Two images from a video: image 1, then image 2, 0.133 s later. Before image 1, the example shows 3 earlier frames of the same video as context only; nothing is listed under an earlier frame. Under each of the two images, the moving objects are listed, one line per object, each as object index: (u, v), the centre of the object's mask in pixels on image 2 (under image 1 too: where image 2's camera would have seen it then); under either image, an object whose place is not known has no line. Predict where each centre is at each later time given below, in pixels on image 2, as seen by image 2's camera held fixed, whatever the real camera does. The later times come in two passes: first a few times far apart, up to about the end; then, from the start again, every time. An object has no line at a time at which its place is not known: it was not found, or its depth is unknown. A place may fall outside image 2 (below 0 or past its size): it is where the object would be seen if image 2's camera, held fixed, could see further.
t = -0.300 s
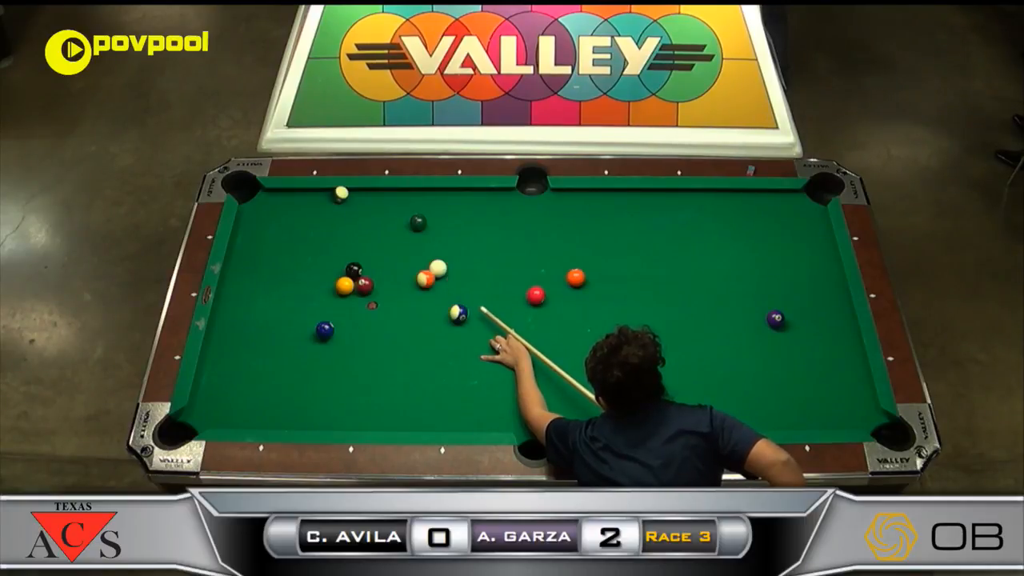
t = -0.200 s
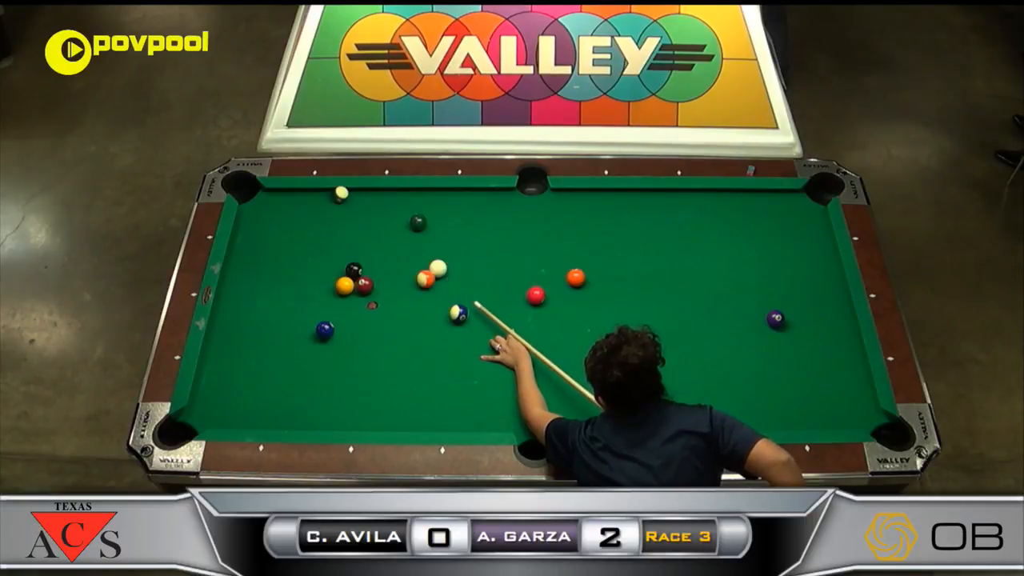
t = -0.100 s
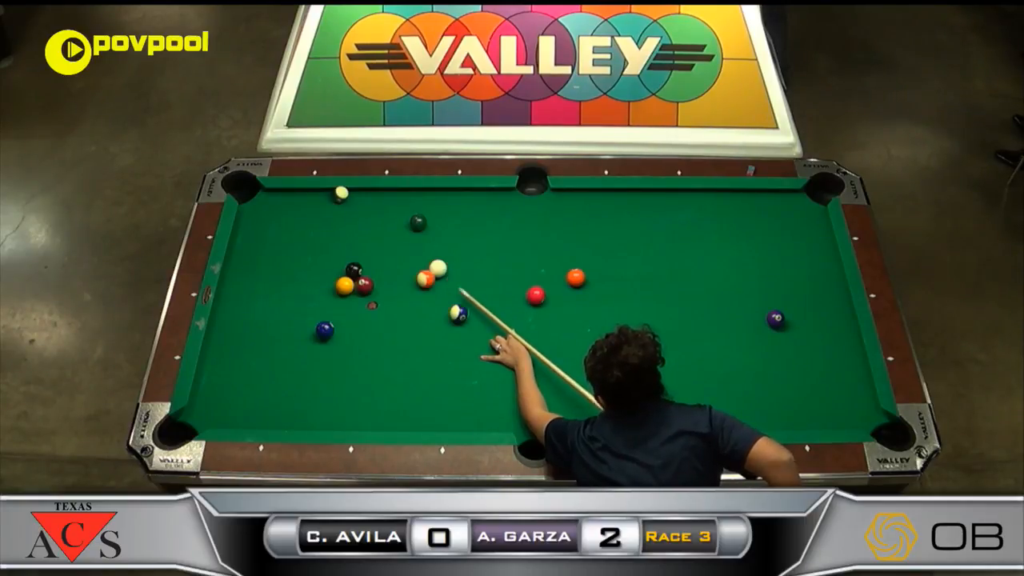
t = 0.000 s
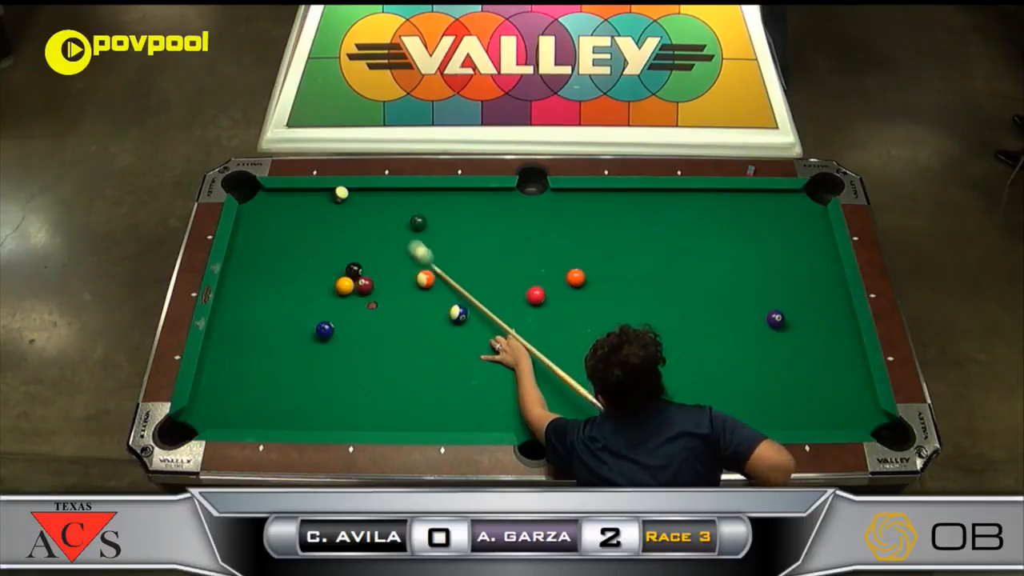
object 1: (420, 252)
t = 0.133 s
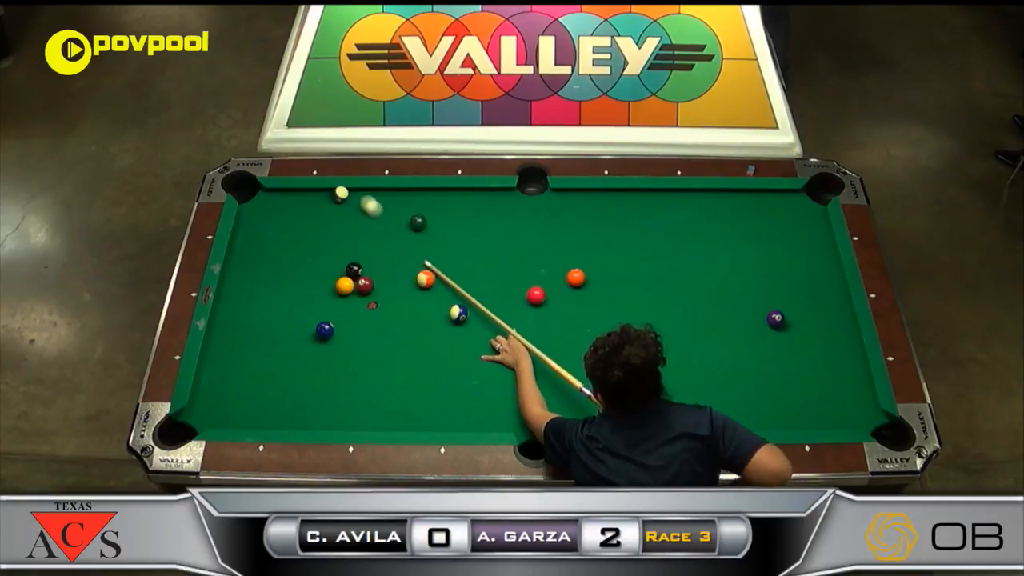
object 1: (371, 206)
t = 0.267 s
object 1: (351, 207)
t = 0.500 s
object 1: (336, 243)
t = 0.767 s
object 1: (319, 286)
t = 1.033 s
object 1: (302, 331)
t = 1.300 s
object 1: (284, 377)
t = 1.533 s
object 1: (269, 418)
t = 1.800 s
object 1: (268, 398)
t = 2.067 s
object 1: (270, 373)
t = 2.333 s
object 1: (272, 349)
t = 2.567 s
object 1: (274, 331)
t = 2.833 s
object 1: (276, 312)
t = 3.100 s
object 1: (278, 294)
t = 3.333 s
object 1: (281, 281)
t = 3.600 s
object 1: (283, 267)
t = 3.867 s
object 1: (285, 255)
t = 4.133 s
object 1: (287, 245)
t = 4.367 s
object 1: (288, 238)
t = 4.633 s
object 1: (290, 231)
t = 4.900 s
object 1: (290, 225)
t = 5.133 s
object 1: (291, 221)
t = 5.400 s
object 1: (292, 219)
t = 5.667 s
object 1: (292, 218)
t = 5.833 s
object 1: (292, 217)
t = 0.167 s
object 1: (360, 196)
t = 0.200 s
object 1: (355, 196)
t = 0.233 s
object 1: (353, 202)
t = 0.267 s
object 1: (351, 207)
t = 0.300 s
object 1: (349, 212)
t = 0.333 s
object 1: (347, 217)
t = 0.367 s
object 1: (345, 222)
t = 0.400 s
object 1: (343, 228)
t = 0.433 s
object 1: (341, 233)
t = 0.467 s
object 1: (339, 238)
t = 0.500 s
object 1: (336, 243)
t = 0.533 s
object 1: (334, 248)
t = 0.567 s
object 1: (332, 254)
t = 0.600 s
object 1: (330, 259)
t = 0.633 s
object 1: (328, 265)
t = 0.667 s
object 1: (325, 270)
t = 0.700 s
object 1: (323, 275)
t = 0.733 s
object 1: (321, 281)
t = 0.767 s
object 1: (319, 286)
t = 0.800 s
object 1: (317, 292)
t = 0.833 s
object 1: (315, 298)
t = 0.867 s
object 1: (313, 303)
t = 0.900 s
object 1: (311, 308)
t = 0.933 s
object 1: (309, 314)
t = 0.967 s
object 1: (306, 320)
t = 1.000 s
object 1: (304, 325)
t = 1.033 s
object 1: (302, 331)
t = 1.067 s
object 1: (300, 337)
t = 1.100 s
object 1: (298, 343)
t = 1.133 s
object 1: (295, 349)
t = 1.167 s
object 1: (293, 354)
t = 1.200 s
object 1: (291, 360)
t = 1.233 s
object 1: (289, 366)
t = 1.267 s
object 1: (287, 372)
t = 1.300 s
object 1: (284, 377)
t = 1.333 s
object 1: (282, 383)
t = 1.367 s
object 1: (280, 389)
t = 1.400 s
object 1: (278, 395)
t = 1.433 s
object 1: (276, 401)
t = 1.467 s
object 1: (273, 406)
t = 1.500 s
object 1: (271, 412)
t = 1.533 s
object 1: (269, 418)
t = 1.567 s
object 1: (267, 421)
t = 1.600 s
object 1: (267, 419)
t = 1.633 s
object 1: (267, 416)
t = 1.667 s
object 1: (268, 412)
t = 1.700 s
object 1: (268, 409)
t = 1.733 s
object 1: (268, 405)
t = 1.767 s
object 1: (268, 402)
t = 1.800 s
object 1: (268, 398)
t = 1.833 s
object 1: (269, 395)
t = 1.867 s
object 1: (269, 392)
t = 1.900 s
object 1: (269, 388)
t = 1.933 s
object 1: (269, 385)
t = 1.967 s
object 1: (269, 382)
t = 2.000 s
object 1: (270, 379)
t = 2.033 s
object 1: (270, 376)
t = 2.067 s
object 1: (270, 373)
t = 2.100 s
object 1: (270, 370)
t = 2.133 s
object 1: (271, 366)
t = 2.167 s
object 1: (271, 363)
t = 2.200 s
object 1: (271, 361)
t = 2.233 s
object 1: (271, 358)
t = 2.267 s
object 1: (271, 355)
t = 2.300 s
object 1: (272, 352)
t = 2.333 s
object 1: (272, 349)
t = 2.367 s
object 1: (272, 346)
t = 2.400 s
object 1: (272, 344)
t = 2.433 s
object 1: (273, 341)
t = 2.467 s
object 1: (273, 338)
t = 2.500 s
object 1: (273, 336)
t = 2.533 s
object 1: (273, 333)
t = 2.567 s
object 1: (274, 331)
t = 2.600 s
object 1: (274, 328)
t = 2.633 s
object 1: (274, 326)
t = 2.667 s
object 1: (274, 323)
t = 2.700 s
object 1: (275, 321)
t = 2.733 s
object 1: (275, 318)
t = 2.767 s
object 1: (275, 316)
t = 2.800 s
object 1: (276, 314)
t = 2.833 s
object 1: (276, 312)
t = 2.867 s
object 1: (276, 309)
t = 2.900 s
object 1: (277, 307)
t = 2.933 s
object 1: (277, 305)
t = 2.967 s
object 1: (277, 303)
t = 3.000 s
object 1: (278, 301)
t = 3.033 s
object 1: (278, 299)
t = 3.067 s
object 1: (278, 296)
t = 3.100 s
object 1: (278, 294)
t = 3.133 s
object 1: (279, 292)
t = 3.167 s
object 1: (279, 290)
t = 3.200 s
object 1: (280, 288)
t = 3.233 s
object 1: (280, 287)
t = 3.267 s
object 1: (280, 285)
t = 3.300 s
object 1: (280, 283)
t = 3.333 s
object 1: (281, 281)
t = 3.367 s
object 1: (281, 279)
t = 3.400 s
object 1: (281, 277)
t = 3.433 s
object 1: (282, 276)
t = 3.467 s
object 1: (282, 274)
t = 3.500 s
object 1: (282, 272)
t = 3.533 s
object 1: (283, 270)
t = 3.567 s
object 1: (283, 269)
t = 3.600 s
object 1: (283, 267)
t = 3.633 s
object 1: (283, 266)
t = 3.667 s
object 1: (284, 264)
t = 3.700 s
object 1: (284, 263)
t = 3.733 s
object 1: (284, 261)
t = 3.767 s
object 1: (285, 260)
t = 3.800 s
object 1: (285, 258)
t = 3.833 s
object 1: (285, 257)
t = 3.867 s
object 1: (285, 255)
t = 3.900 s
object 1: (286, 254)
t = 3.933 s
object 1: (286, 253)
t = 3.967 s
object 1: (286, 251)
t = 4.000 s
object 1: (286, 250)
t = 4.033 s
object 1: (287, 249)
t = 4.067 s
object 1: (287, 248)
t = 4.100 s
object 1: (287, 246)
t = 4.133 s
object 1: (287, 245)
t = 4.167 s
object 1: (287, 244)
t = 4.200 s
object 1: (288, 243)
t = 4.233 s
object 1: (288, 242)
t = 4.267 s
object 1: (288, 241)
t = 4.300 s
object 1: (288, 240)
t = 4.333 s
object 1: (288, 239)
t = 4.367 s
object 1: (288, 238)
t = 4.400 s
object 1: (289, 237)
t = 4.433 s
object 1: (289, 236)
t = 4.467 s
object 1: (289, 235)
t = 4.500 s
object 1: (289, 234)
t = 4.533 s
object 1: (289, 233)
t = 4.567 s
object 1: (290, 232)
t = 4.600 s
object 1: (290, 231)
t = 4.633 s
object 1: (290, 231)
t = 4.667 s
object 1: (290, 230)
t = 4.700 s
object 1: (290, 229)
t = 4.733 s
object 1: (290, 228)
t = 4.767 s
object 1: (290, 228)
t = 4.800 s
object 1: (290, 227)
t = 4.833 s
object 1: (290, 226)
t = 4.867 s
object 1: (290, 226)
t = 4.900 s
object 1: (290, 225)
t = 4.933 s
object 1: (290, 224)
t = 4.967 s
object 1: (291, 224)
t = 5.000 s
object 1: (291, 223)
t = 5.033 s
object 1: (291, 223)
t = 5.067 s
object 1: (291, 222)
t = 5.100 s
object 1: (291, 222)
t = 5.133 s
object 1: (291, 221)
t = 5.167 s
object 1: (291, 221)
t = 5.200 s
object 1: (291, 221)
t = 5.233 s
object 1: (291, 220)
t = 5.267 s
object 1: (291, 220)
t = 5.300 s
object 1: (291, 220)
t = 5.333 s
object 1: (292, 219)
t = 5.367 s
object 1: (292, 219)
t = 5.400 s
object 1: (292, 219)
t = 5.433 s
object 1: (292, 218)
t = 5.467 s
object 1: (292, 218)
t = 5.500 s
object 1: (292, 218)
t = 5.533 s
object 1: (292, 218)
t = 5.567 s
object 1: (292, 218)
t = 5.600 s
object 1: (292, 218)
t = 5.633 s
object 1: (292, 218)
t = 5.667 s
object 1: (292, 218)
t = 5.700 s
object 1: (292, 217)
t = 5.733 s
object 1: (292, 217)
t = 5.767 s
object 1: (292, 217)
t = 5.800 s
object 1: (292, 217)
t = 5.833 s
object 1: (292, 217)
